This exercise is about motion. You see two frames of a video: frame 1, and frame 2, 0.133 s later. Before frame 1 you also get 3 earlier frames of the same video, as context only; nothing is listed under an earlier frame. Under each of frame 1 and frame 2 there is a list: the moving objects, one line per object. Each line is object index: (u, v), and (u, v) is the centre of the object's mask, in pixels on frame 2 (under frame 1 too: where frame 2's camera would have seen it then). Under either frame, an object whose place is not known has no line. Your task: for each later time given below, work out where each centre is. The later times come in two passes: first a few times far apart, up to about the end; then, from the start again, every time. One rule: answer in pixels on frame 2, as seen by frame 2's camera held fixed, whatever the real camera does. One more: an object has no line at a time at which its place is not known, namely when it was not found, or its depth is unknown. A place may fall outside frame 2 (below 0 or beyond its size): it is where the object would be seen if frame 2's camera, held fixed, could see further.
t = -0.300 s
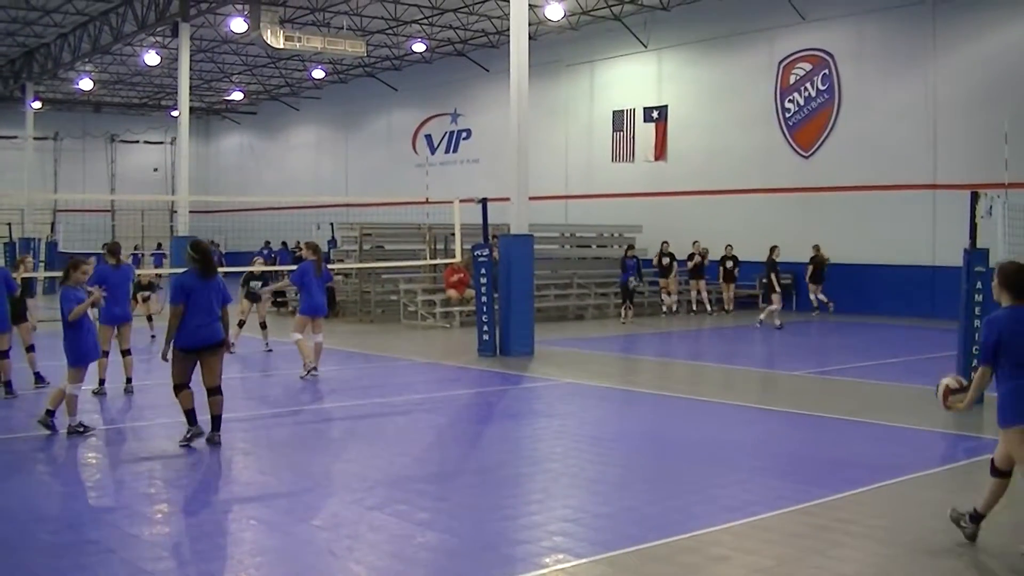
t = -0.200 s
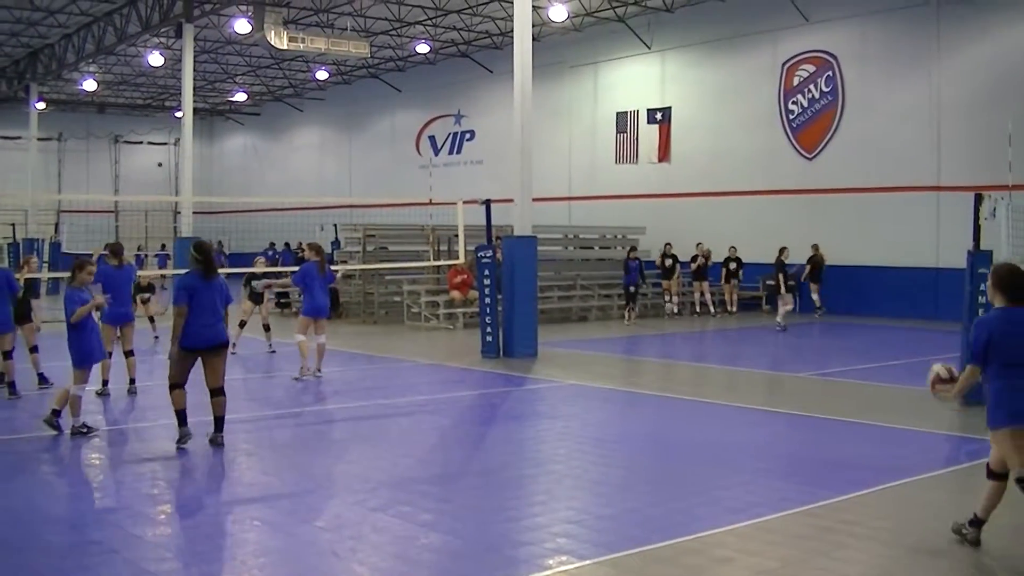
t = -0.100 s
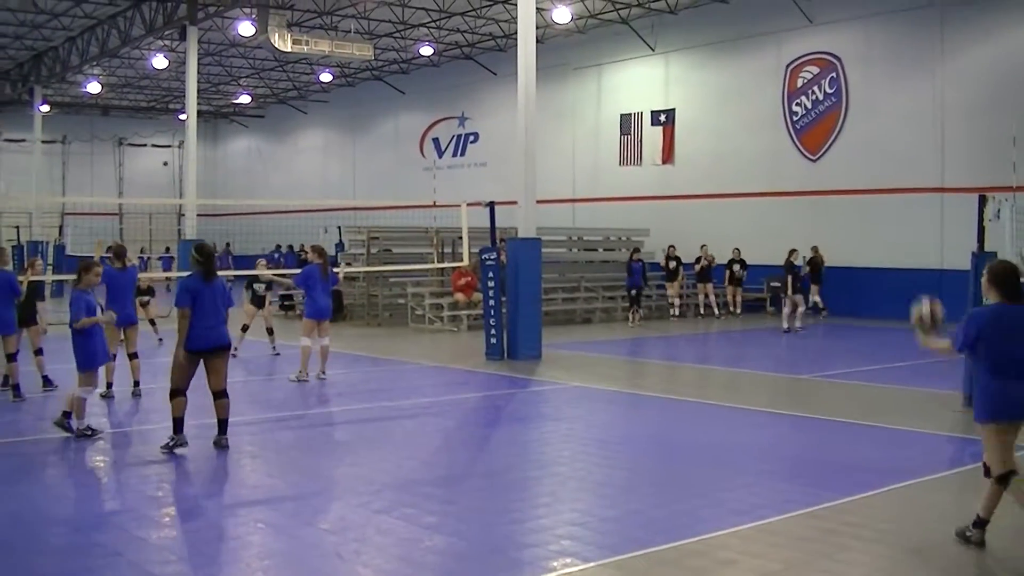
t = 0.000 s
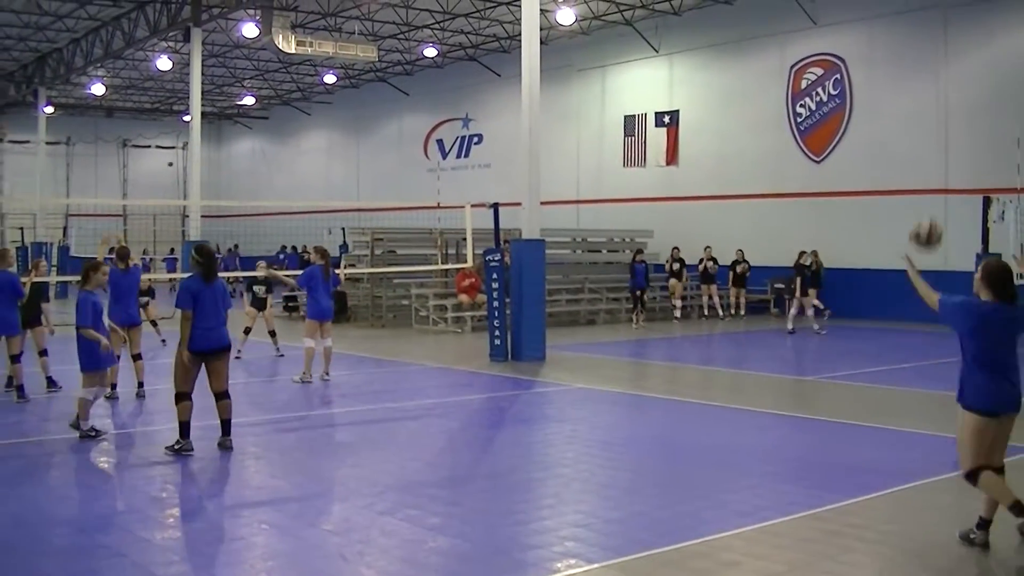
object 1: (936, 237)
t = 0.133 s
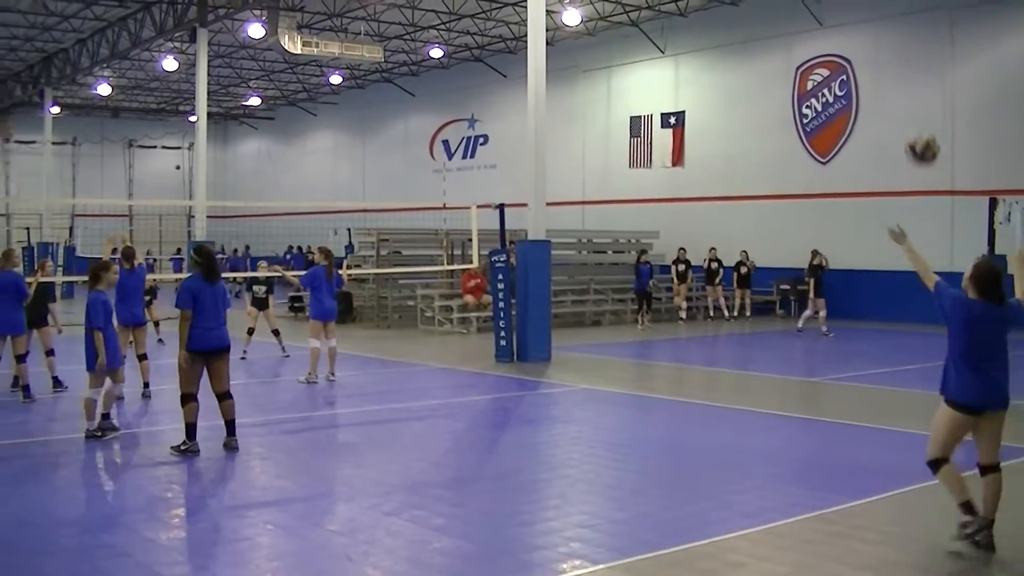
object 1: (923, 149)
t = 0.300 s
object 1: (909, 82)
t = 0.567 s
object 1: (887, 67)
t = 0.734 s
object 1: (879, 113)
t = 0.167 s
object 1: (920, 132)
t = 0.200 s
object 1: (917, 117)
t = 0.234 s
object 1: (915, 105)
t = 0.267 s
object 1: (913, 92)
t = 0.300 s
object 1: (909, 82)
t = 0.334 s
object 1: (905, 74)
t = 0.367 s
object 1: (903, 68)
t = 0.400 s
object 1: (901, 63)
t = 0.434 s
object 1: (898, 61)
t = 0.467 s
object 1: (895, 60)
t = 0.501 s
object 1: (892, 60)
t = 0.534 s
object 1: (890, 63)
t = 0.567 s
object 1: (887, 67)
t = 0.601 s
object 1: (885, 73)
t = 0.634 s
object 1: (886, 81)
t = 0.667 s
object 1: (883, 90)
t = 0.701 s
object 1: (881, 101)
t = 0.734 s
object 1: (879, 113)
